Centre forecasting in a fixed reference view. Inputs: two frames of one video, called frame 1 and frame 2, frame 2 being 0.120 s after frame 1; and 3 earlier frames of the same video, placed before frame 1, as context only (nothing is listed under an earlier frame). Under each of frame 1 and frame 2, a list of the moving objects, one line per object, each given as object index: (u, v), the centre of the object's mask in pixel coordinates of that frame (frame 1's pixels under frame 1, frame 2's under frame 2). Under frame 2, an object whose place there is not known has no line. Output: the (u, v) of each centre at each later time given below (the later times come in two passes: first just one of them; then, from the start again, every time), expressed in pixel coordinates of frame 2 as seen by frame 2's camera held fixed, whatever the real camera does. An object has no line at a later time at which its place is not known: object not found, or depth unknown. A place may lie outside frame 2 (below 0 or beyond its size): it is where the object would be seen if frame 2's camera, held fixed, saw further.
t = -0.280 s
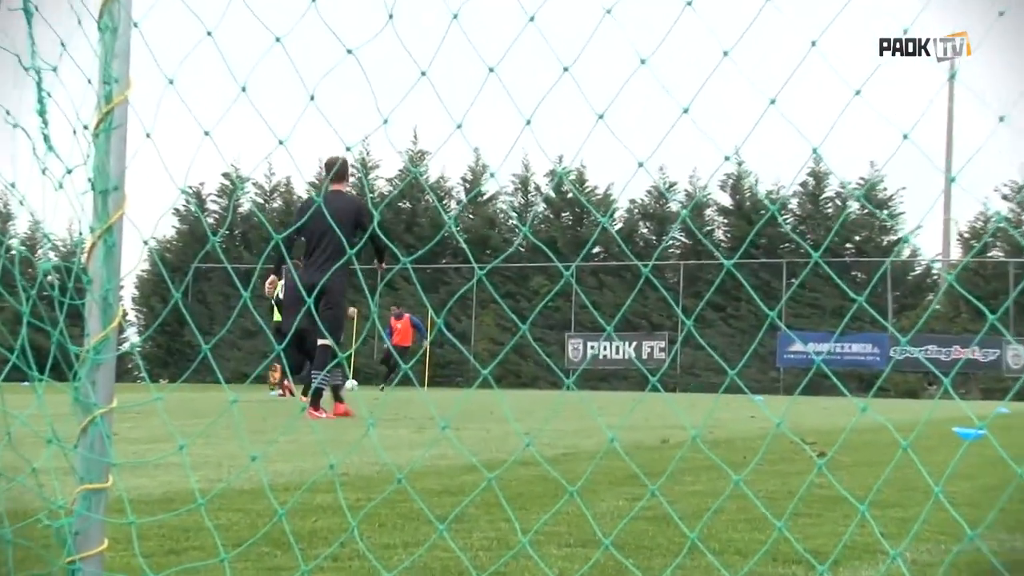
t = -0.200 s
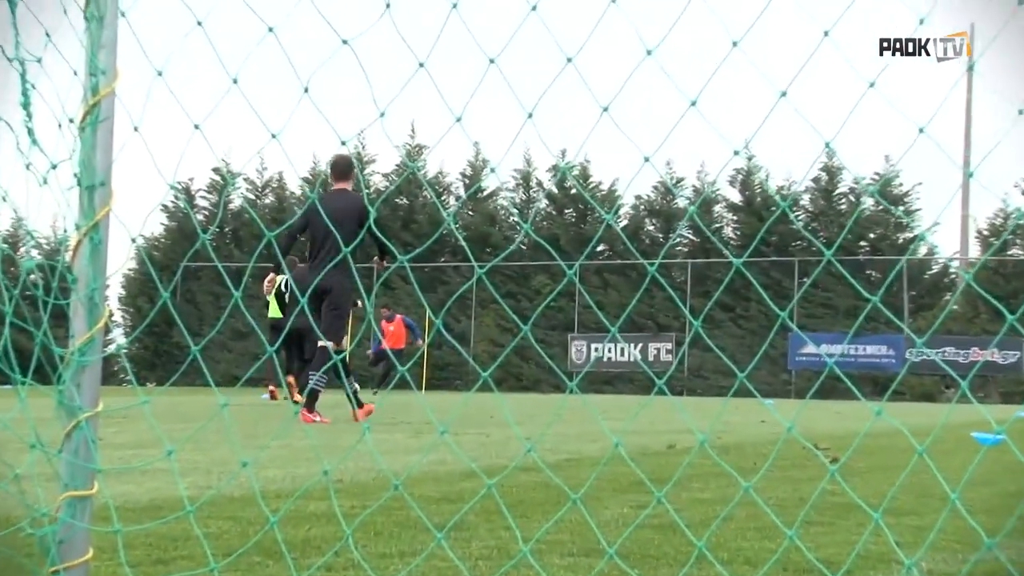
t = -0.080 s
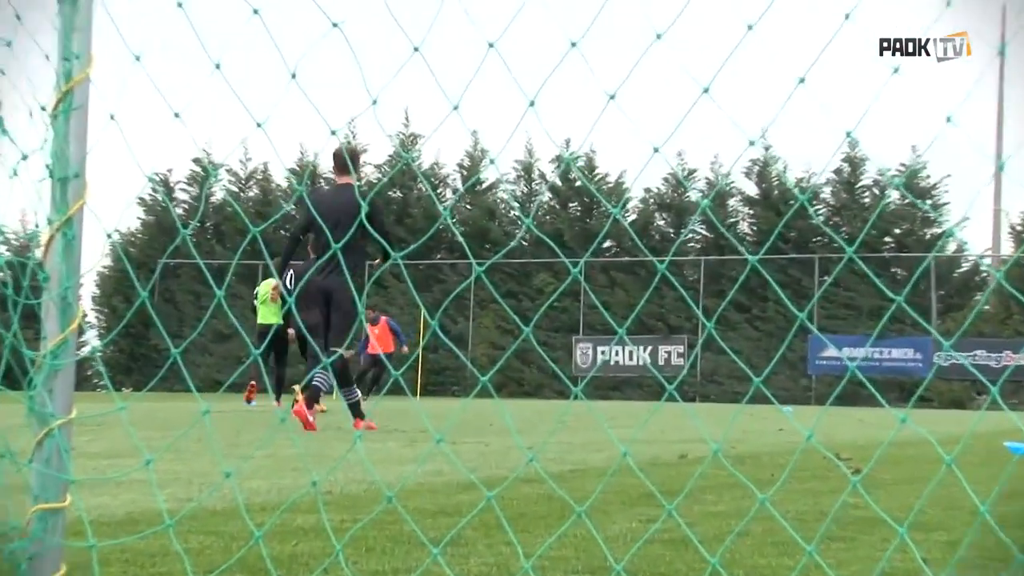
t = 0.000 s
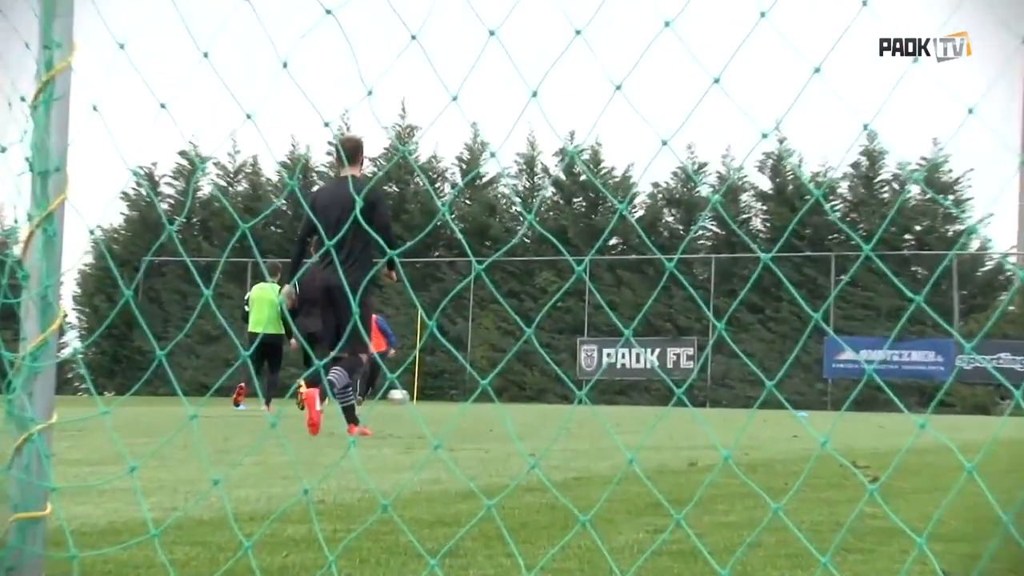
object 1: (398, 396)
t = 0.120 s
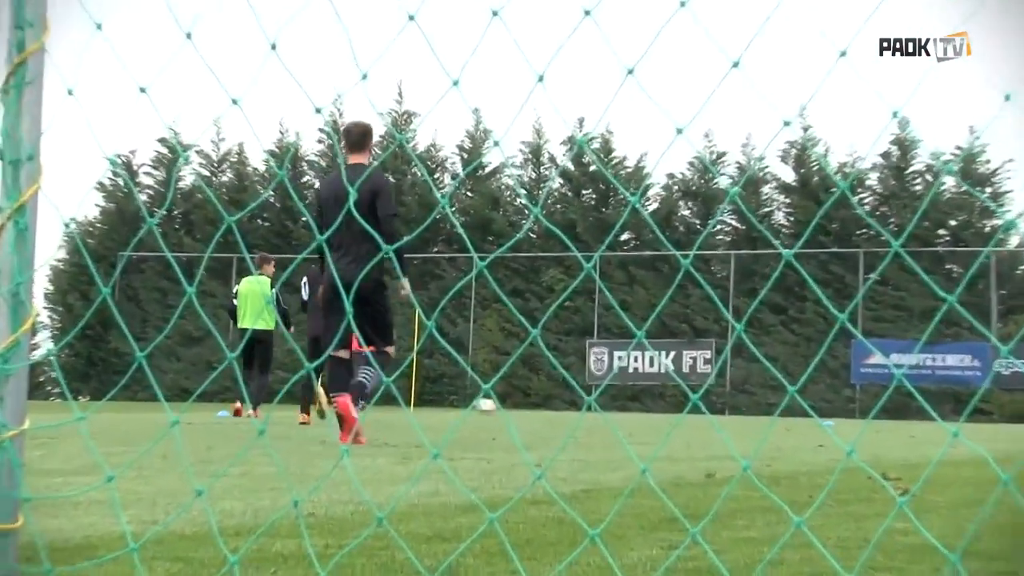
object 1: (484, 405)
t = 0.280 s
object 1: (604, 415)
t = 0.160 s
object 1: (517, 409)
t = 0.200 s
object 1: (546, 413)
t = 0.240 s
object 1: (572, 412)
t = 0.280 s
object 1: (604, 415)
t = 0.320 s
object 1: (636, 419)
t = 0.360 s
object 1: (668, 423)
